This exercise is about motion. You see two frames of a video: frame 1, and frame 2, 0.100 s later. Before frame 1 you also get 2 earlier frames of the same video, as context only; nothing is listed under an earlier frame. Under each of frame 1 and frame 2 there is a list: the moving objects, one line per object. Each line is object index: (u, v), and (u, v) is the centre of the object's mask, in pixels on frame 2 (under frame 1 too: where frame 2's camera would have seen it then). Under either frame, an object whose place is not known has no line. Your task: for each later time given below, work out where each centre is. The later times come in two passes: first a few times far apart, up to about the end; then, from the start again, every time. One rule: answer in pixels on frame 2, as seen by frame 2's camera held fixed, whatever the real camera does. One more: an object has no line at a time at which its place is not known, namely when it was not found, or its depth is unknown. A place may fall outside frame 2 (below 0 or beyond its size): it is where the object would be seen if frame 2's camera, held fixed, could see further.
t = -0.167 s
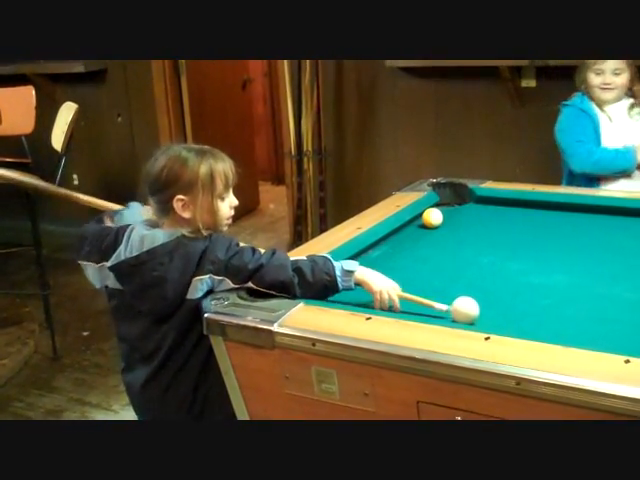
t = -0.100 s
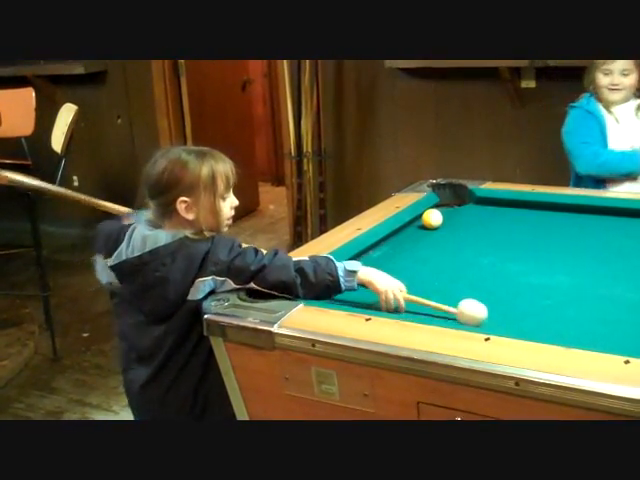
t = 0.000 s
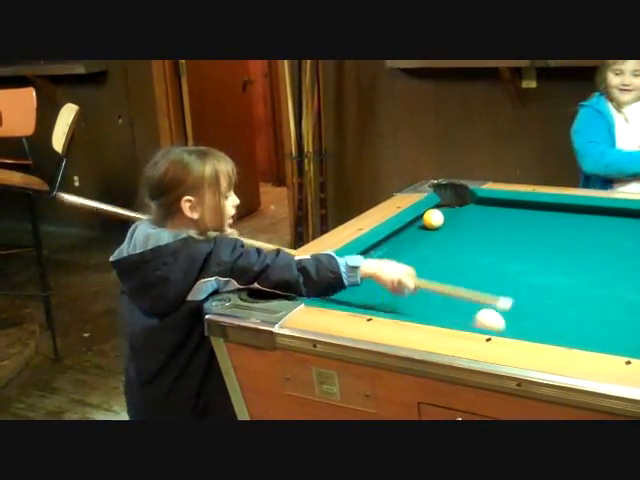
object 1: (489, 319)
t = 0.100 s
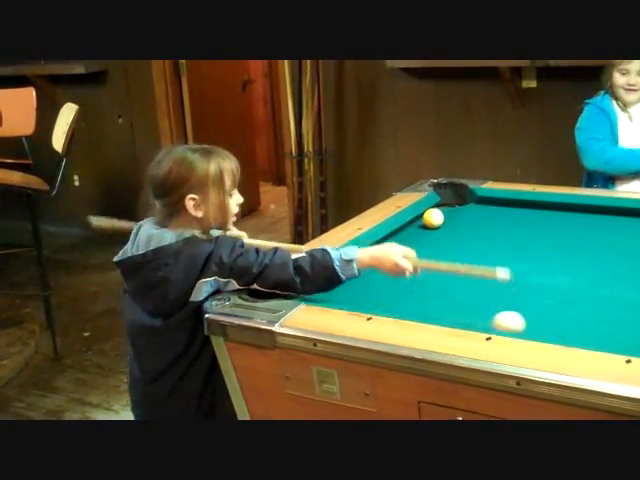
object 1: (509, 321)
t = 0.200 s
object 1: (530, 321)
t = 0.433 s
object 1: (578, 321)
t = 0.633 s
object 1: (618, 318)
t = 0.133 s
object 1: (516, 321)
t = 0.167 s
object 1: (523, 321)
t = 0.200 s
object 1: (530, 321)
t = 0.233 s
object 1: (537, 322)
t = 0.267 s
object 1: (544, 322)
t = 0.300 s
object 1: (551, 322)
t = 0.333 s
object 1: (558, 322)
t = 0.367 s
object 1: (565, 322)
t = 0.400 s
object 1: (572, 321)
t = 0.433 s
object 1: (578, 321)
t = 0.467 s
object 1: (585, 321)
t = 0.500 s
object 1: (592, 320)
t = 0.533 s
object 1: (599, 320)
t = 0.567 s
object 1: (605, 319)
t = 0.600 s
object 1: (612, 319)
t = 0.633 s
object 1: (618, 318)
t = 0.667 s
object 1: (625, 318)
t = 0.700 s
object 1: (631, 318)
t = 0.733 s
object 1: (637, 317)
